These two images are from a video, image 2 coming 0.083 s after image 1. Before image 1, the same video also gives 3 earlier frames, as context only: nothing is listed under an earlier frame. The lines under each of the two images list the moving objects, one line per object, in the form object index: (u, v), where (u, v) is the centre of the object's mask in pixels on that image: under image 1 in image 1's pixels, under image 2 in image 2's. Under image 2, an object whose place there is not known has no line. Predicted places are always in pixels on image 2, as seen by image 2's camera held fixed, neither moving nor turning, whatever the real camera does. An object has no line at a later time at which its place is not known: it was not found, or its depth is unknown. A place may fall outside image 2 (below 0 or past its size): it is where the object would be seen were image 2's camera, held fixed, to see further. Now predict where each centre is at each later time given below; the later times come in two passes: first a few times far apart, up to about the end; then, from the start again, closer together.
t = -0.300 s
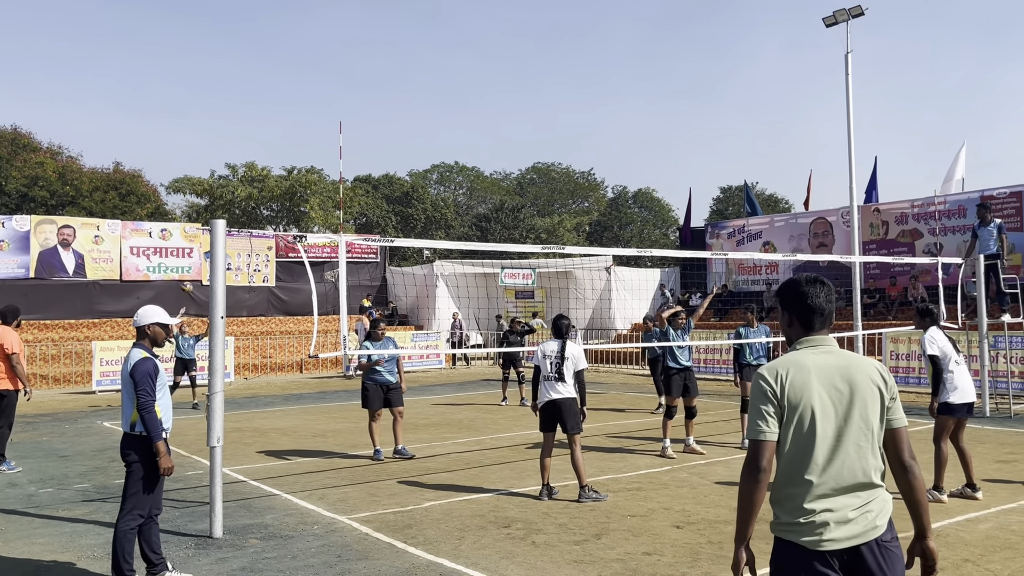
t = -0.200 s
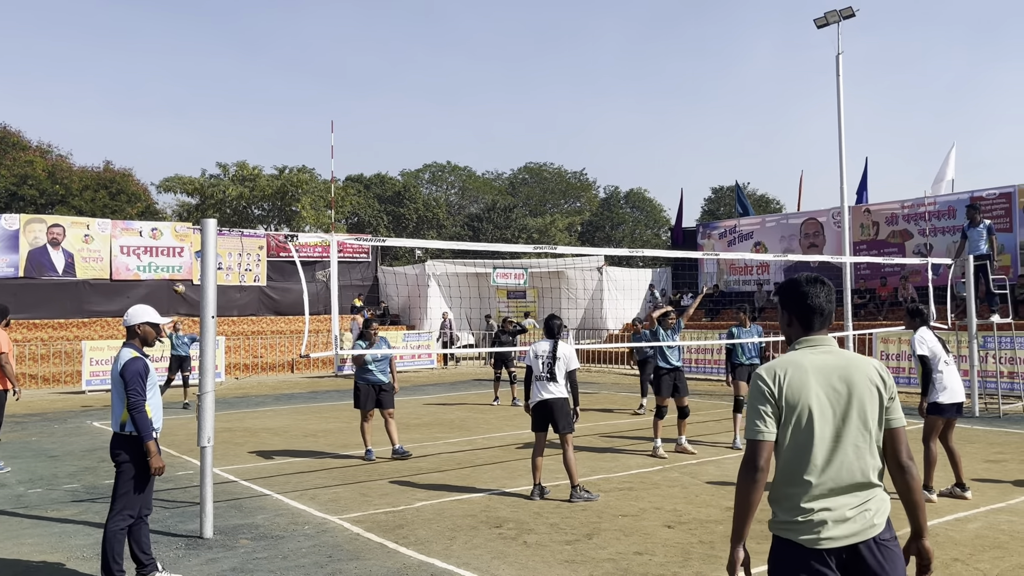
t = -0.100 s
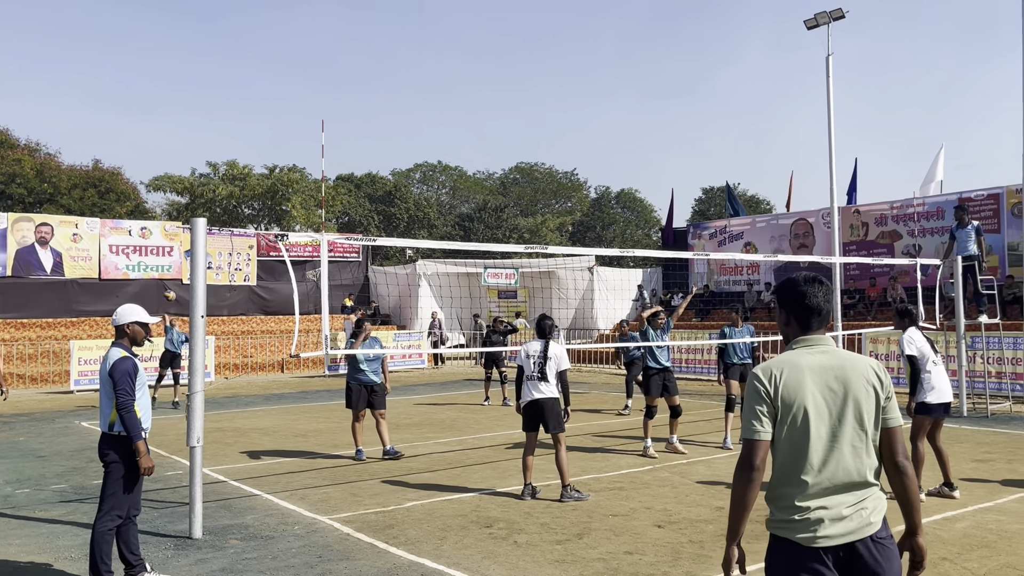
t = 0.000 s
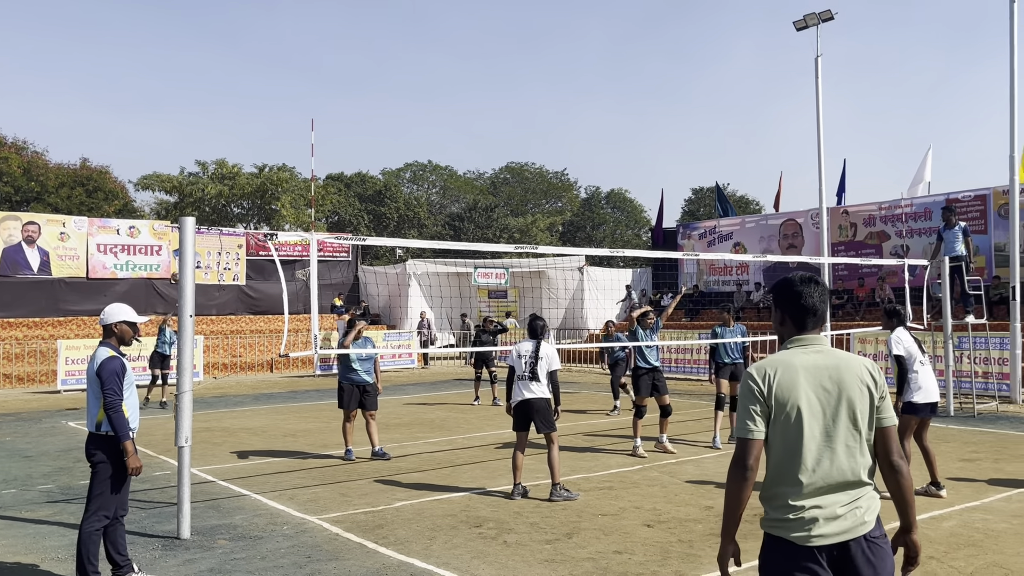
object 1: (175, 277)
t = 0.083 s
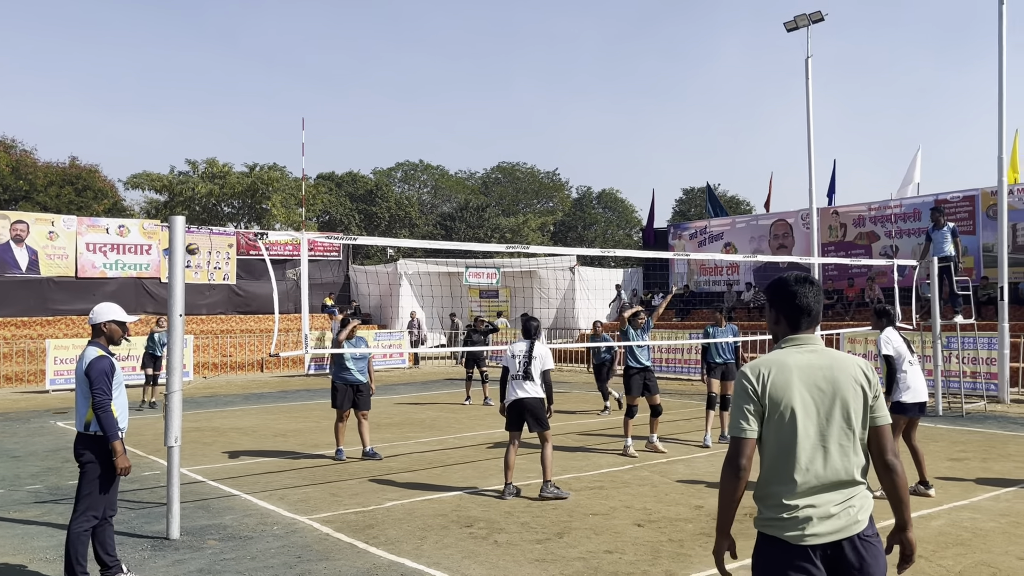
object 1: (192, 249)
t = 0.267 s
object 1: (250, 197)
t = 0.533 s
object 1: (362, 147)
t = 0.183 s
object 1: (223, 220)
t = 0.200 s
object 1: (229, 215)
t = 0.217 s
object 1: (233, 210)
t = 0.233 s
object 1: (239, 206)
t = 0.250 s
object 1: (245, 201)
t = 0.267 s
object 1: (250, 197)
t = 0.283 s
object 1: (256, 193)
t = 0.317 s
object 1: (267, 186)
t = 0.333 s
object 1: (273, 181)
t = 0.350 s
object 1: (280, 177)
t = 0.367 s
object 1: (287, 173)
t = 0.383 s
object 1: (292, 172)
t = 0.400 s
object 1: (300, 168)
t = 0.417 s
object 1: (307, 165)
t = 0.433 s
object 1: (314, 162)
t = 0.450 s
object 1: (321, 159)
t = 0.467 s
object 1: (329, 156)
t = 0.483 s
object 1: (336, 153)
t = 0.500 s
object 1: (345, 151)
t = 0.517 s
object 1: (353, 149)
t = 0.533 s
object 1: (362, 147)
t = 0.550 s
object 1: (370, 145)
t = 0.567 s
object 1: (379, 144)
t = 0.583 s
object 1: (389, 142)
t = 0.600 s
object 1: (399, 141)
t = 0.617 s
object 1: (409, 140)
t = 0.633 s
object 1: (419, 140)
